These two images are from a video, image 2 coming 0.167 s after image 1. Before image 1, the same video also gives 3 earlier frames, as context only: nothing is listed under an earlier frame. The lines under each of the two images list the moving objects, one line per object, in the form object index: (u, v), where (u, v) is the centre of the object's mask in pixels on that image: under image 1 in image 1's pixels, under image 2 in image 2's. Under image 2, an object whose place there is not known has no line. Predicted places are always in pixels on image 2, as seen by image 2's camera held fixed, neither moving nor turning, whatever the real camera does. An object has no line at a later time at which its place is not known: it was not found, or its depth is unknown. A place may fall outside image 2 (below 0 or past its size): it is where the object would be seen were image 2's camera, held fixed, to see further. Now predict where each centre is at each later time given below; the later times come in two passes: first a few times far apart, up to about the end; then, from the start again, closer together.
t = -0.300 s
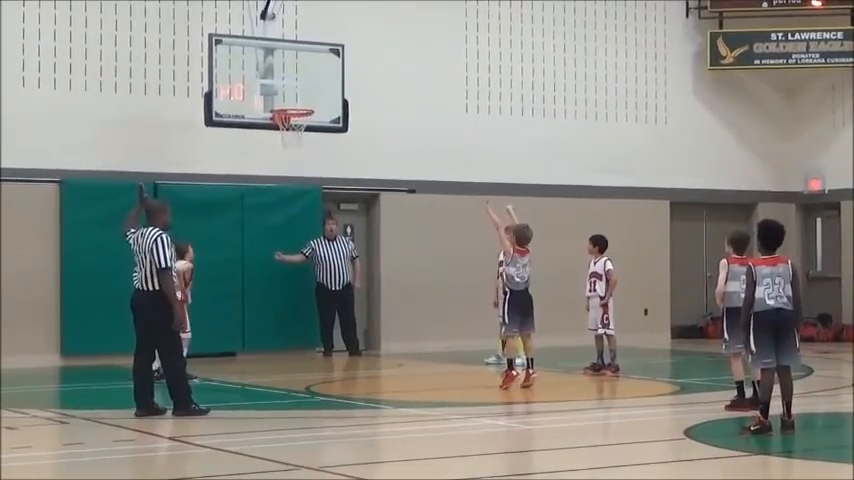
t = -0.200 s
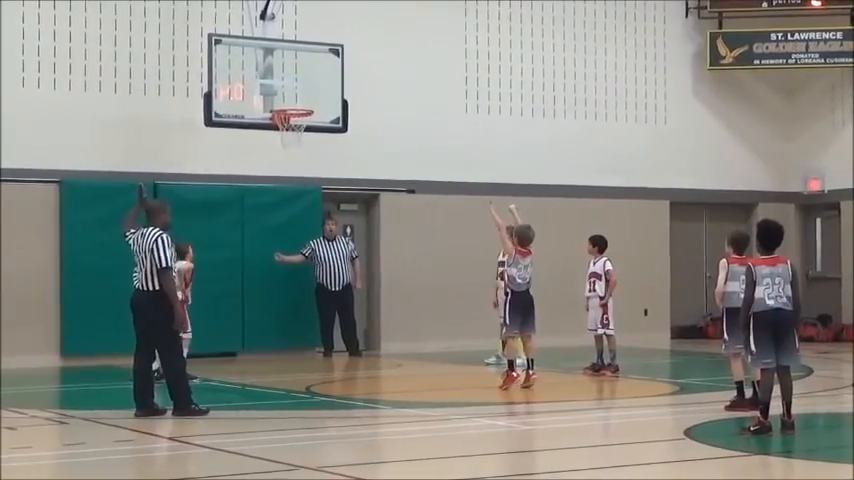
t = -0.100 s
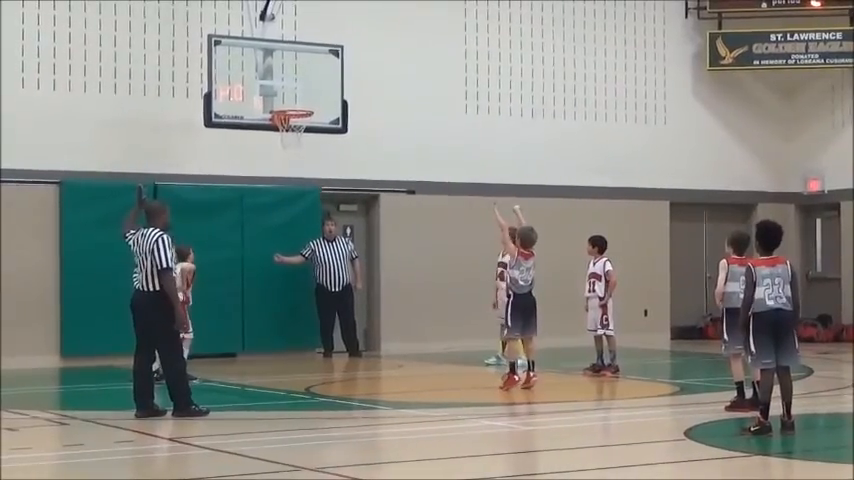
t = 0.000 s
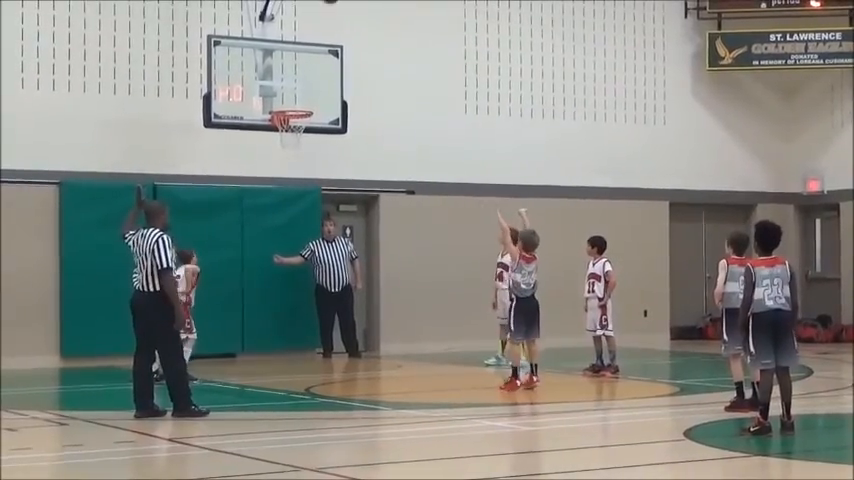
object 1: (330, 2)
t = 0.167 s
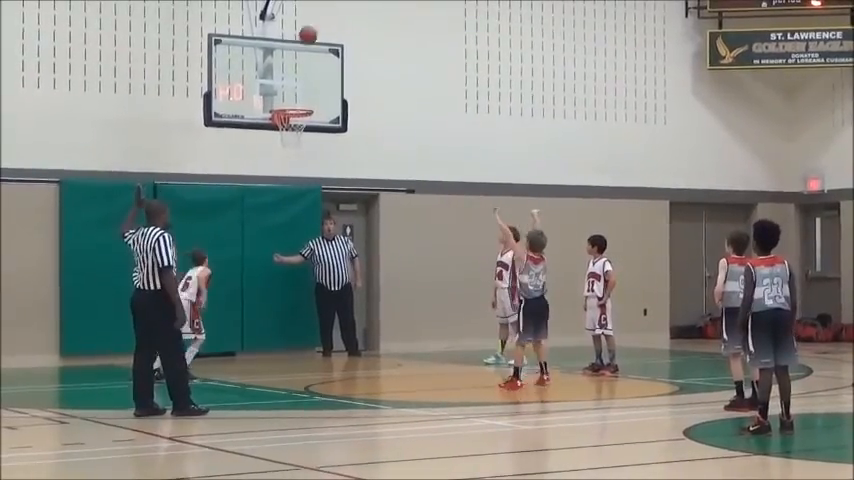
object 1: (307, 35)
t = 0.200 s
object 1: (303, 46)
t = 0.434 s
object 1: (299, 96)
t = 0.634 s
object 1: (327, 91)
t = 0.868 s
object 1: (362, 129)
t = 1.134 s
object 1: (406, 240)
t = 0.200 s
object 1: (303, 46)
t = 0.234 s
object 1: (298, 58)
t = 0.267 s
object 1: (294, 70)
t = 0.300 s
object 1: (290, 83)
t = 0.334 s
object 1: (287, 96)
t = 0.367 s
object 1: (290, 103)
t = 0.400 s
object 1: (294, 100)
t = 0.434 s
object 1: (299, 96)
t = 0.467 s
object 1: (303, 93)
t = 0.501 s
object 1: (308, 91)
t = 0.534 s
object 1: (313, 89)
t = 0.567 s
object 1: (317, 89)
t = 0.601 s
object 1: (322, 90)
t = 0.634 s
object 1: (327, 91)
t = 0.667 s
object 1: (331, 94)
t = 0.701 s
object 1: (336, 97)
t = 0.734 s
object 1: (342, 101)
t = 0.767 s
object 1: (347, 107)
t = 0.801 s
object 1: (352, 113)
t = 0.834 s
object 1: (357, 121)
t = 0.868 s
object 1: (362, 129)
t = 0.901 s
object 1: (367, 139)
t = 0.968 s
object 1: (378, 162)
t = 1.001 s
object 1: (383, 175)
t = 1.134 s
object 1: (406, 240)
